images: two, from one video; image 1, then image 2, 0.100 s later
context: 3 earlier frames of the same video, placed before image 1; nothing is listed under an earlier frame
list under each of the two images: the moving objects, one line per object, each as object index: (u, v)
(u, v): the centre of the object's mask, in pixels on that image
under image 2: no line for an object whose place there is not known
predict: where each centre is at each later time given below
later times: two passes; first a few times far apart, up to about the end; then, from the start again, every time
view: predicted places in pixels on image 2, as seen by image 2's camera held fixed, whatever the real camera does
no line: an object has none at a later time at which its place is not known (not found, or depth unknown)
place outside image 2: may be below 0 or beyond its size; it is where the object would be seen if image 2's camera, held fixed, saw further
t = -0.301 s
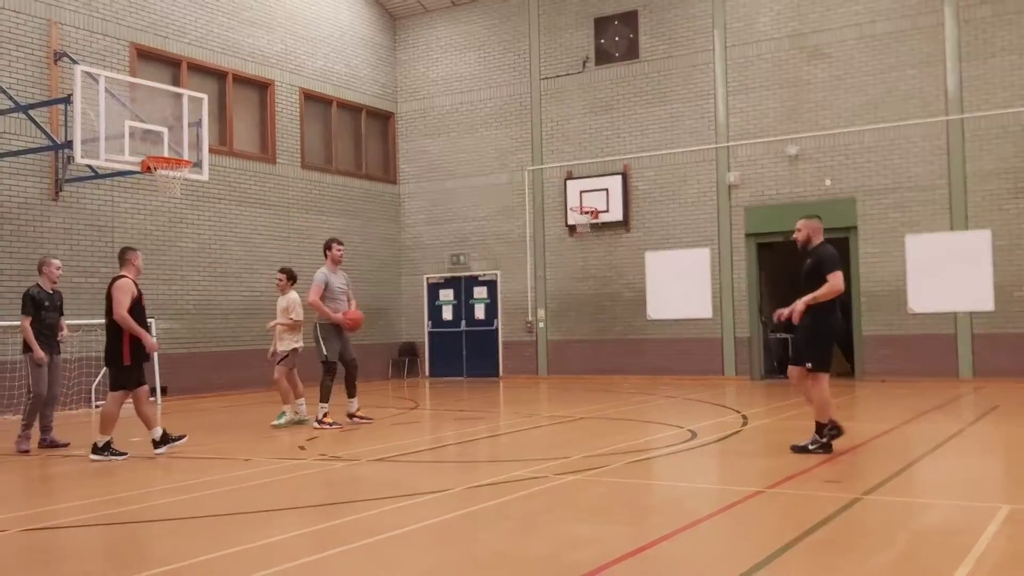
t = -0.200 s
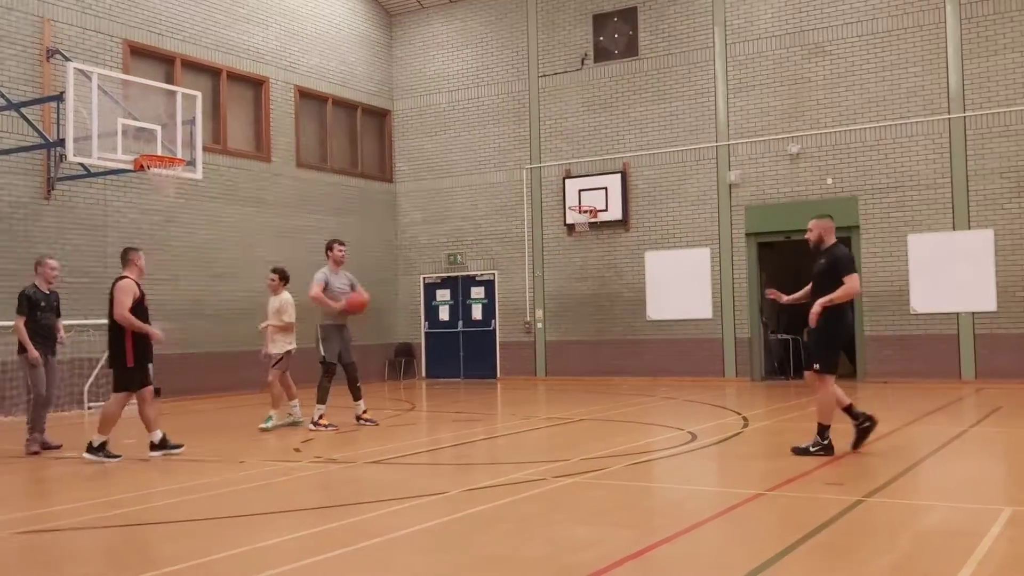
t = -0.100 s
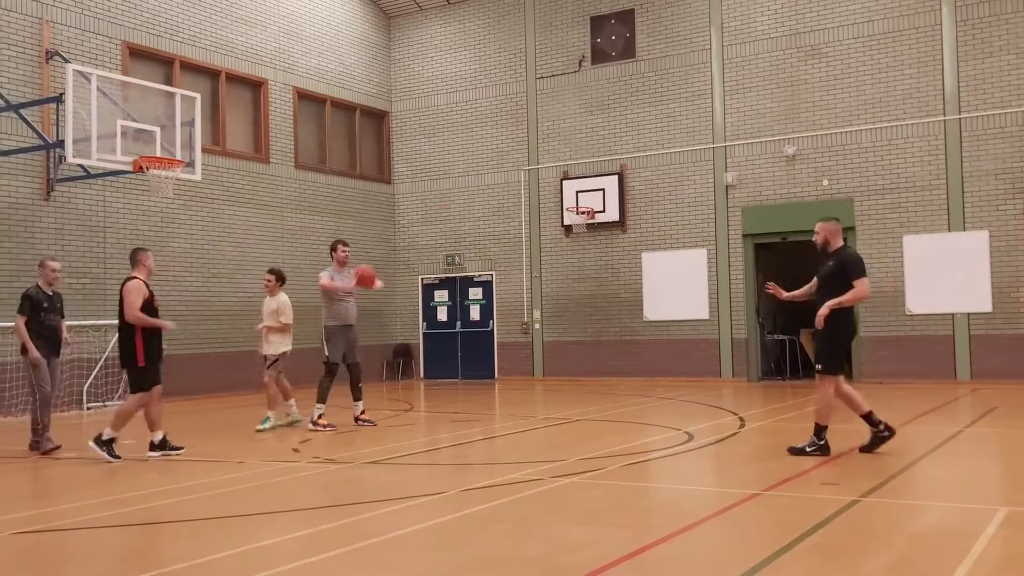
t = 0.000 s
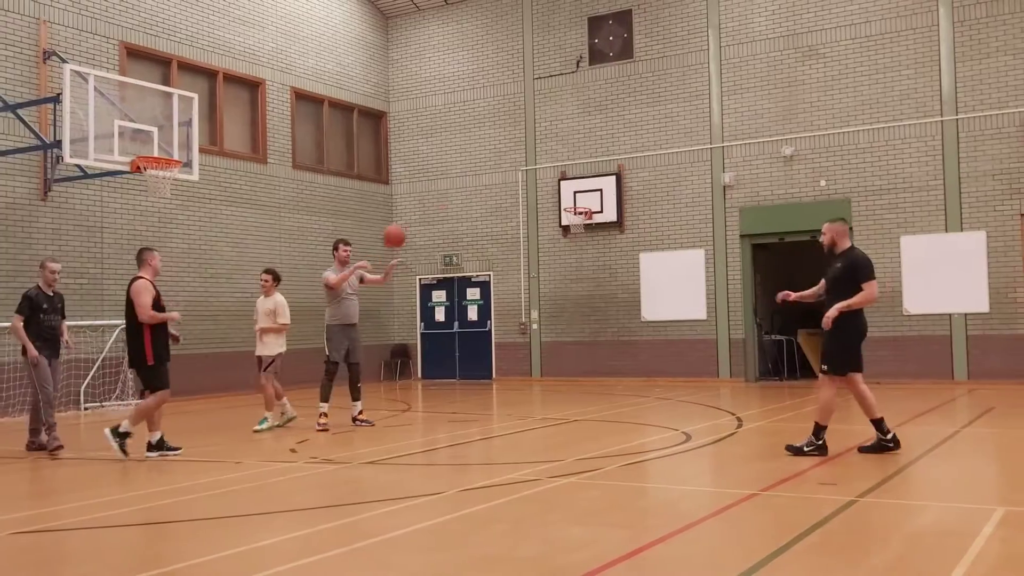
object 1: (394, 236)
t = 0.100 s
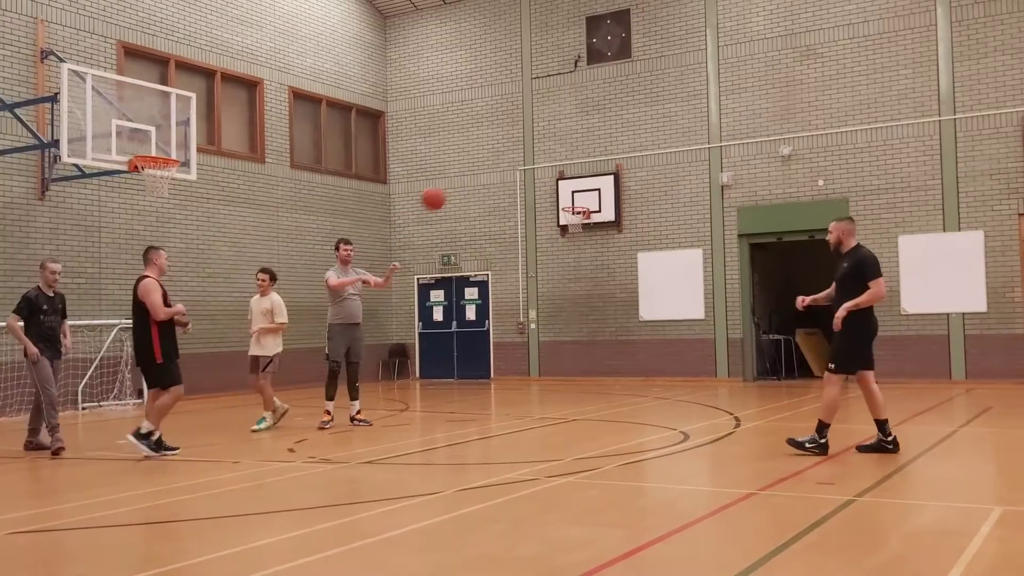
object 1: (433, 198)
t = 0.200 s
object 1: (476, 168)
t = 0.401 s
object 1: (570, 134)
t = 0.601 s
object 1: (676, 138)
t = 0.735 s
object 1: (754, 168)
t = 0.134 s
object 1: (448, 188)
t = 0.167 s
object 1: (462, 177)
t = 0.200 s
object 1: (476, 168)
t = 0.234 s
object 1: (491, 160)
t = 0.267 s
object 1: (506, 153)
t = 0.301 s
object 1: (521, 146)
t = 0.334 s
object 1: (537, 141)
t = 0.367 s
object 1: (554, 136)
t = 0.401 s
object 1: (570, 134)
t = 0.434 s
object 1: (587, 132)
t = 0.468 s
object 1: (604, 130)
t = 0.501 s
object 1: (622, 131)
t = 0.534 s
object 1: (639, 132)
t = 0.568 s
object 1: (657, 134)
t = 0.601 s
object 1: (676, 138)
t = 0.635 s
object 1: (694, 143)
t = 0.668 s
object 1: (714, 151)
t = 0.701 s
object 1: (734, 159)
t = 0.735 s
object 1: (754, 168)
